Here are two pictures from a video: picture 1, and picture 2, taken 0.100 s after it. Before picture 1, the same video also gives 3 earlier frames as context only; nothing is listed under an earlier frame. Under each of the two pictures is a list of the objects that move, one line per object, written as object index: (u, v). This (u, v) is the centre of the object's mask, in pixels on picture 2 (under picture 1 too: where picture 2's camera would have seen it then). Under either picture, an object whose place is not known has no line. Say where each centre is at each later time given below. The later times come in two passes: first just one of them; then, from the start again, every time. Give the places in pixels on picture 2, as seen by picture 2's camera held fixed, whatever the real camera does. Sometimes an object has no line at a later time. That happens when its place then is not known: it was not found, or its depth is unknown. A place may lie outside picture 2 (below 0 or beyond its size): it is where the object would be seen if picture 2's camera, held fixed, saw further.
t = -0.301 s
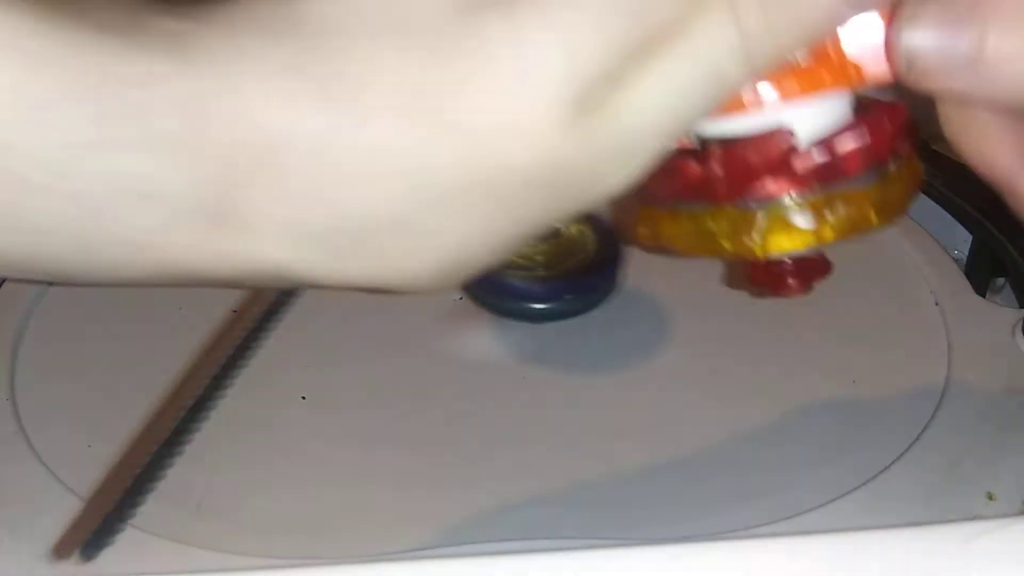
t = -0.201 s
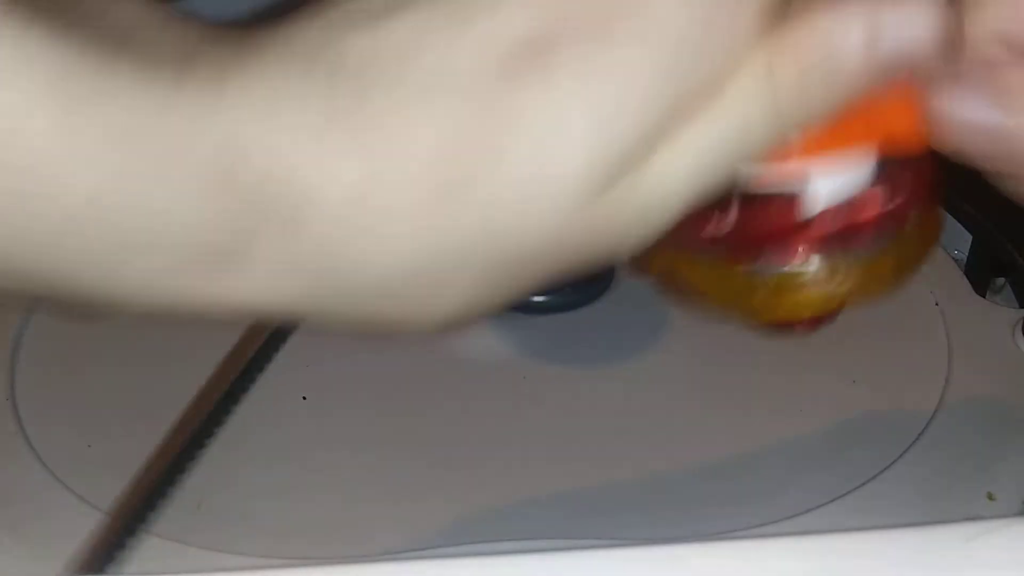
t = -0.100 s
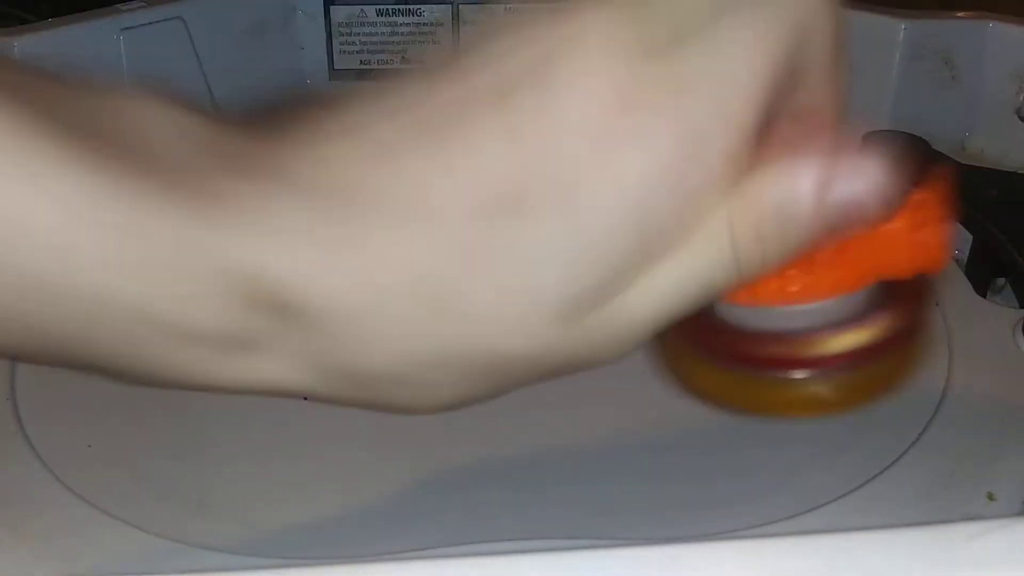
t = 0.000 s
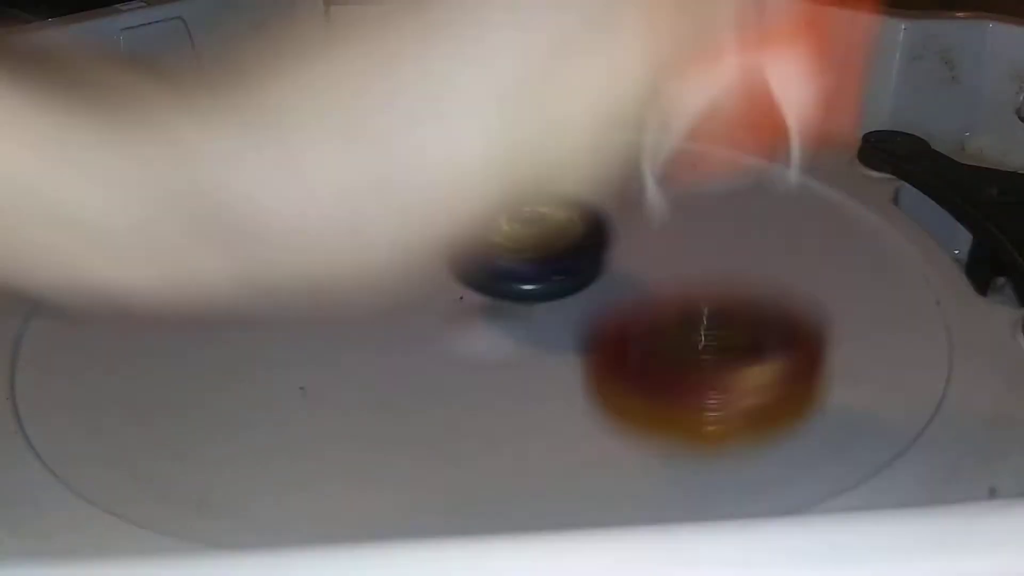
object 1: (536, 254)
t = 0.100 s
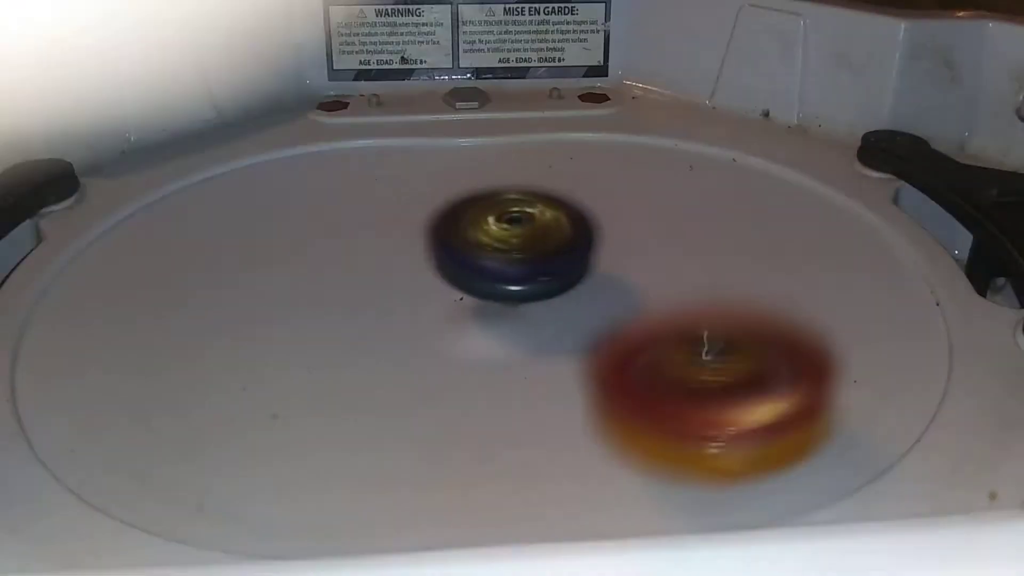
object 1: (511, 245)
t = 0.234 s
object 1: (507, 239)
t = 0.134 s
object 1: (510, 244)
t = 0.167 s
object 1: (509, 242)
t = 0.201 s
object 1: (509, 240)
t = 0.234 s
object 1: (507, 239)
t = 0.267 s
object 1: (506, 238)
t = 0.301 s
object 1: (504, 239)
